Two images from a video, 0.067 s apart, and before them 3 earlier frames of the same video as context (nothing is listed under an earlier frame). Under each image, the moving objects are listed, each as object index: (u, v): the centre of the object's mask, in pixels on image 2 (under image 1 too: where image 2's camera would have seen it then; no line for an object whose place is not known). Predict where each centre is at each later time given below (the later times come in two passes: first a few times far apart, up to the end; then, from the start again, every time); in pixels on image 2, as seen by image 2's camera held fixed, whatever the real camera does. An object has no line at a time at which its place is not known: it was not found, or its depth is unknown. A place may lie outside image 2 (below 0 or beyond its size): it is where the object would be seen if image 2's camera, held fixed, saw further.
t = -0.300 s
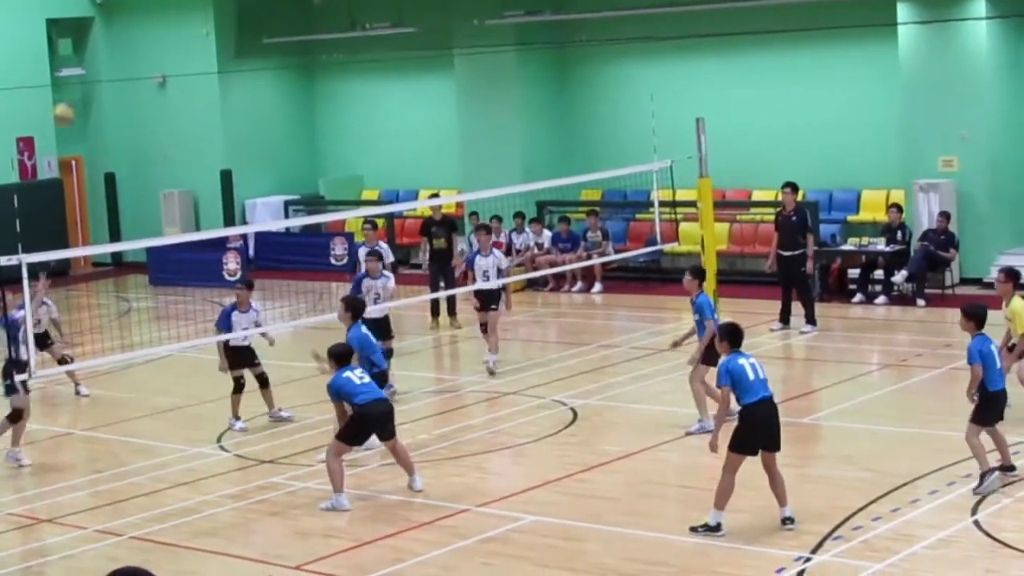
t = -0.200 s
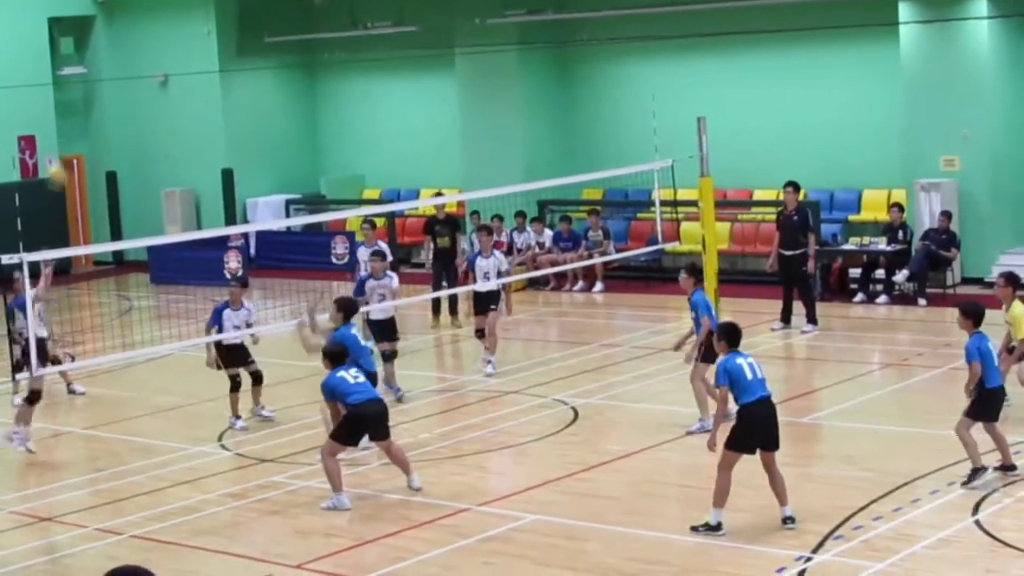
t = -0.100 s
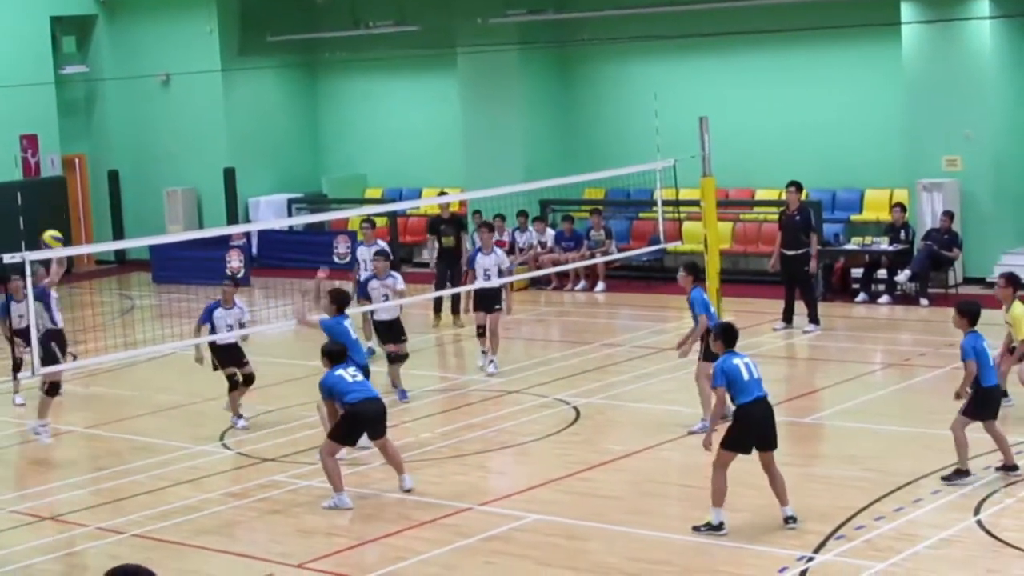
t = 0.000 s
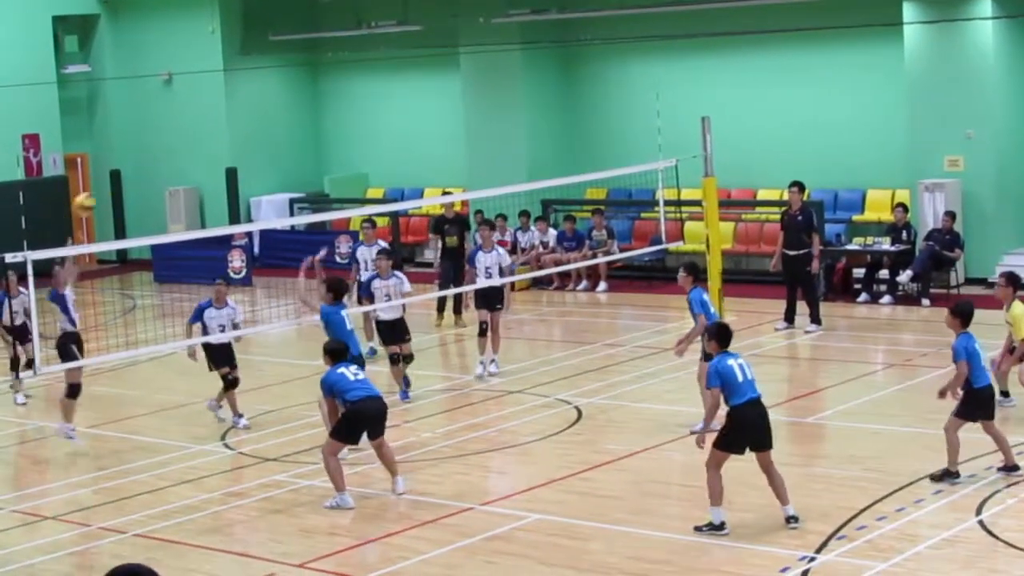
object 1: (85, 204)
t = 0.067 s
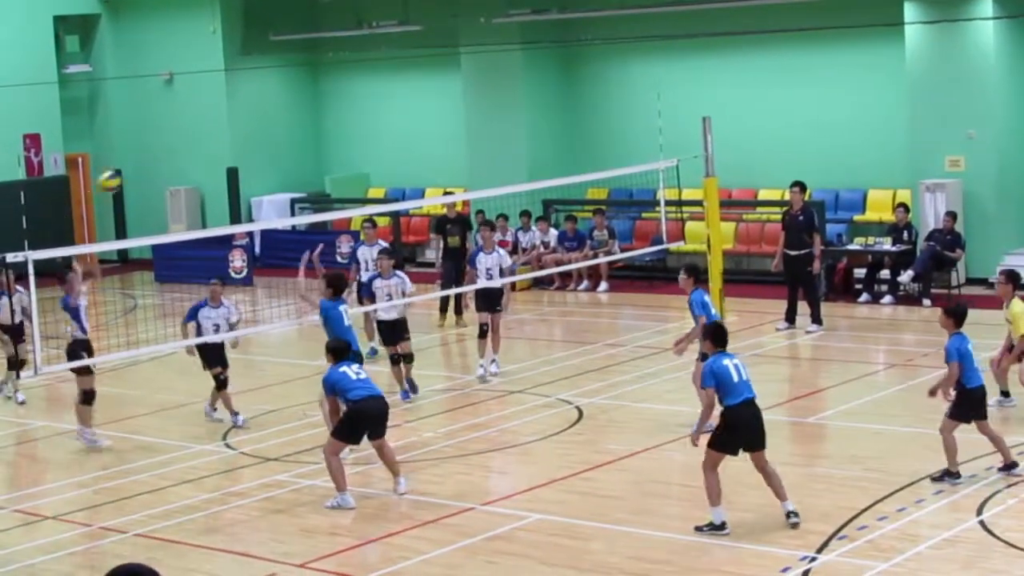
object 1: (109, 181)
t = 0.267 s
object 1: (181, 145)
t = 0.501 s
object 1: (267, 156)
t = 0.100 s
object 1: (120, 171)
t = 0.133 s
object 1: (133, 164)
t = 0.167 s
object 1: (144, 158)
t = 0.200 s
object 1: (157, 152)
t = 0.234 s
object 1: (168, 148)
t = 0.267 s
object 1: (181, 145)
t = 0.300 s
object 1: (193, 144)
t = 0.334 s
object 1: (206, 142)
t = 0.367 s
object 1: (218, 142)
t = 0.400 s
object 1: (230, 144)
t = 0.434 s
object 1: (243, 146)
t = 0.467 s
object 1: (255, 150)
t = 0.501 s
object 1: (267, 156)
